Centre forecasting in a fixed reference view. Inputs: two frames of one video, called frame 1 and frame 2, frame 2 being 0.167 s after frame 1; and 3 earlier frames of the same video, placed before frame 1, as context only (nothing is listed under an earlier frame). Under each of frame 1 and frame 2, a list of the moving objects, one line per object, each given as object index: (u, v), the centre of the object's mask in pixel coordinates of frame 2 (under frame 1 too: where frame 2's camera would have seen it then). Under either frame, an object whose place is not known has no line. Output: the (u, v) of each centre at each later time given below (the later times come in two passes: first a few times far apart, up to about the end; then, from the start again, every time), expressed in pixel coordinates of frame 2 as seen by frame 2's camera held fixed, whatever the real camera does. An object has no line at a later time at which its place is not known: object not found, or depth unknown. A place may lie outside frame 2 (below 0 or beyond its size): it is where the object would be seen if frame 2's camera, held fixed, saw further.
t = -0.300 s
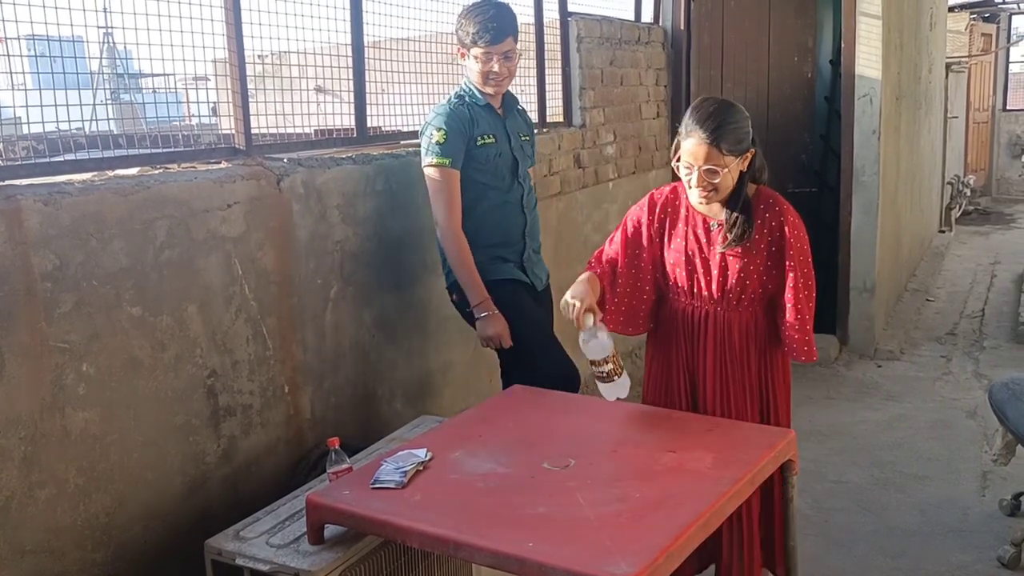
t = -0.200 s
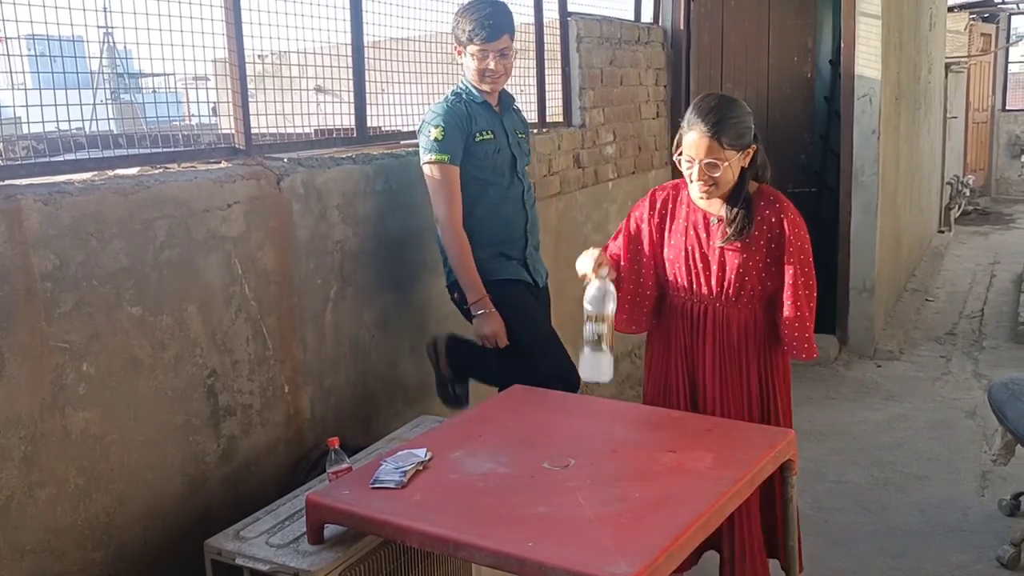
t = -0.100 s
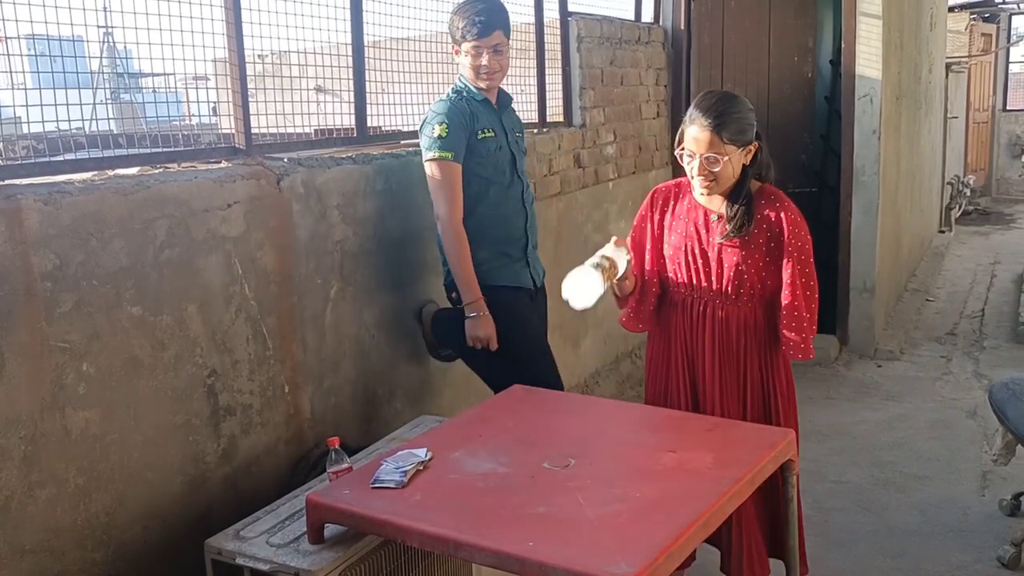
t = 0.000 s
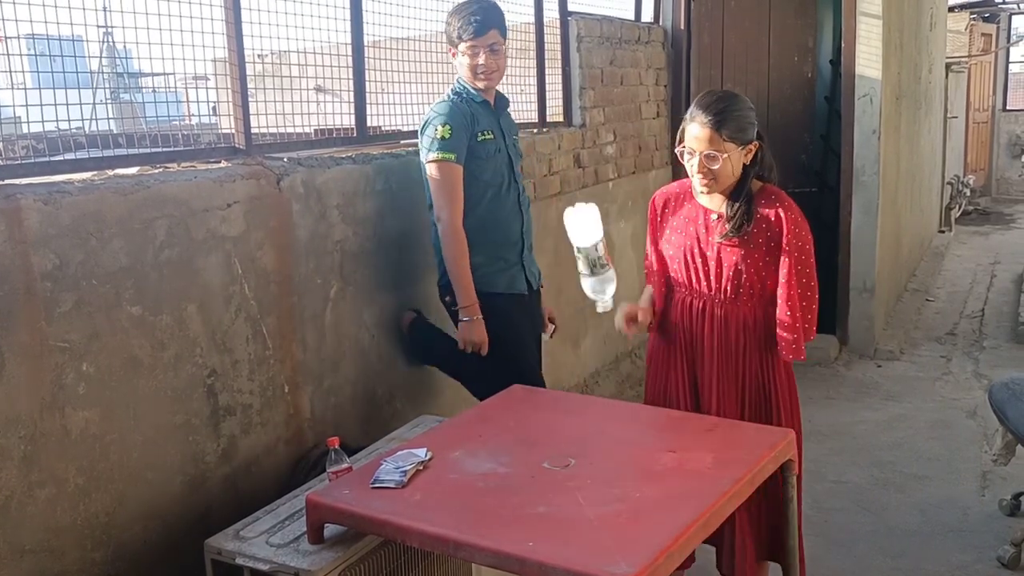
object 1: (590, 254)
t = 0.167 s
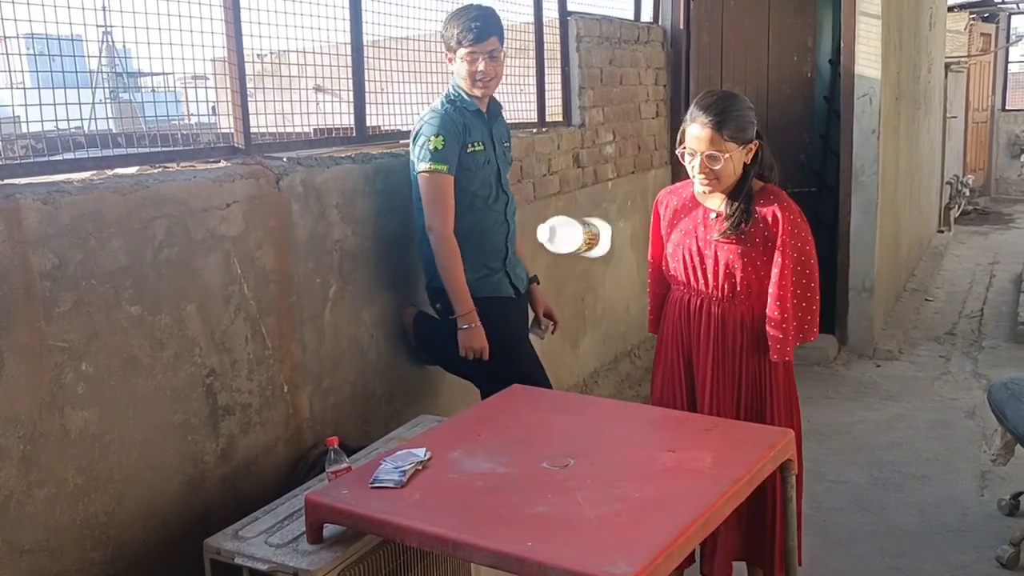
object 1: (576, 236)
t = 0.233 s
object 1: (581, 260)
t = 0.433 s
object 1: (598, 397)
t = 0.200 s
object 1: (578, 245)
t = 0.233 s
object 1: (581, 260)
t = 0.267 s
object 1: (585, 283)
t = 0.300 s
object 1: (590, 315)
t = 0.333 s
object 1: (594, 352)
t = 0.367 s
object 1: (599, 393)
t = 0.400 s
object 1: (599, 393)
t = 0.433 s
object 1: (598, 397)
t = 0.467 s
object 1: (595, 401)
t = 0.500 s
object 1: (593, 406)
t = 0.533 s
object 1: (592, 414)
